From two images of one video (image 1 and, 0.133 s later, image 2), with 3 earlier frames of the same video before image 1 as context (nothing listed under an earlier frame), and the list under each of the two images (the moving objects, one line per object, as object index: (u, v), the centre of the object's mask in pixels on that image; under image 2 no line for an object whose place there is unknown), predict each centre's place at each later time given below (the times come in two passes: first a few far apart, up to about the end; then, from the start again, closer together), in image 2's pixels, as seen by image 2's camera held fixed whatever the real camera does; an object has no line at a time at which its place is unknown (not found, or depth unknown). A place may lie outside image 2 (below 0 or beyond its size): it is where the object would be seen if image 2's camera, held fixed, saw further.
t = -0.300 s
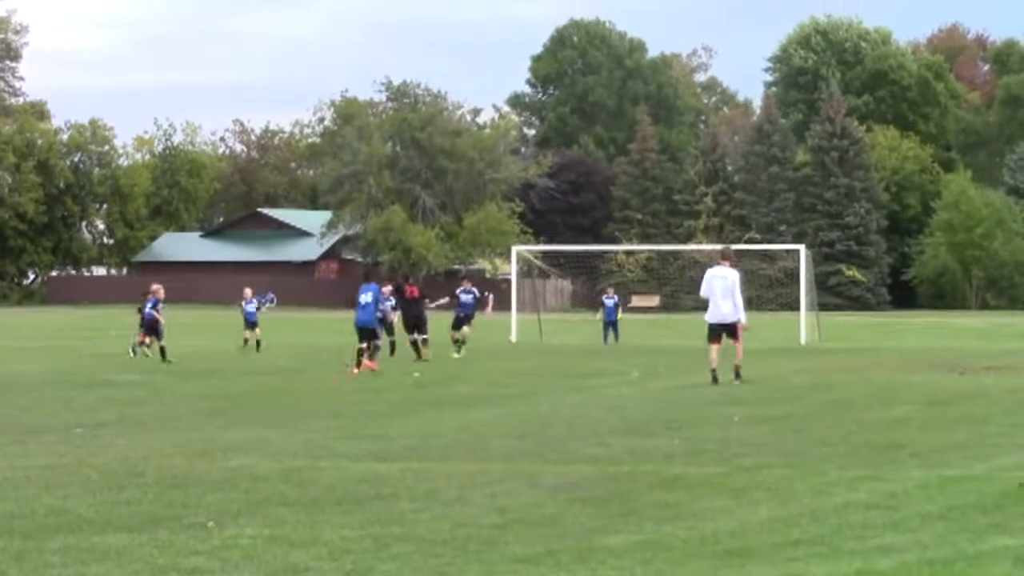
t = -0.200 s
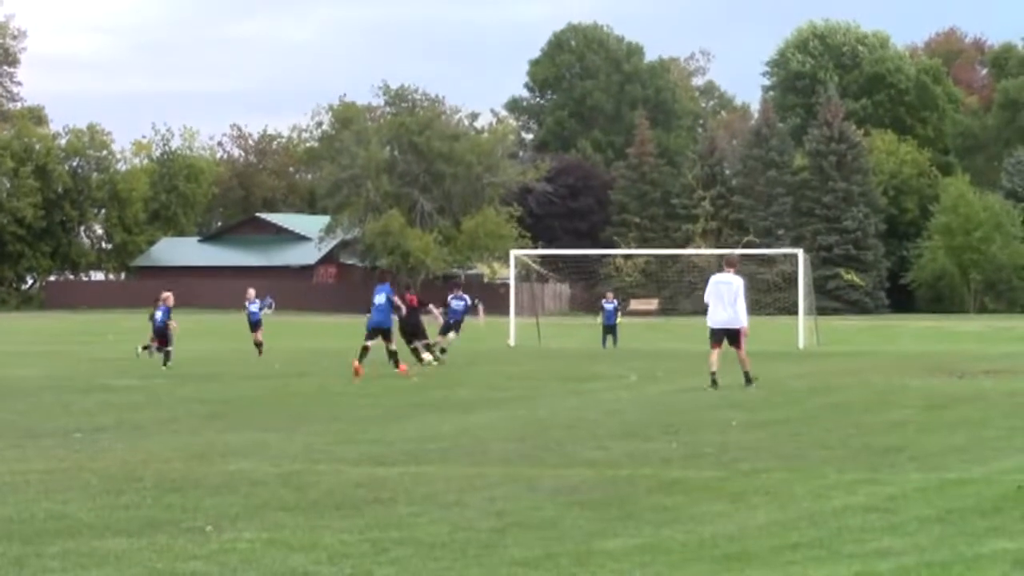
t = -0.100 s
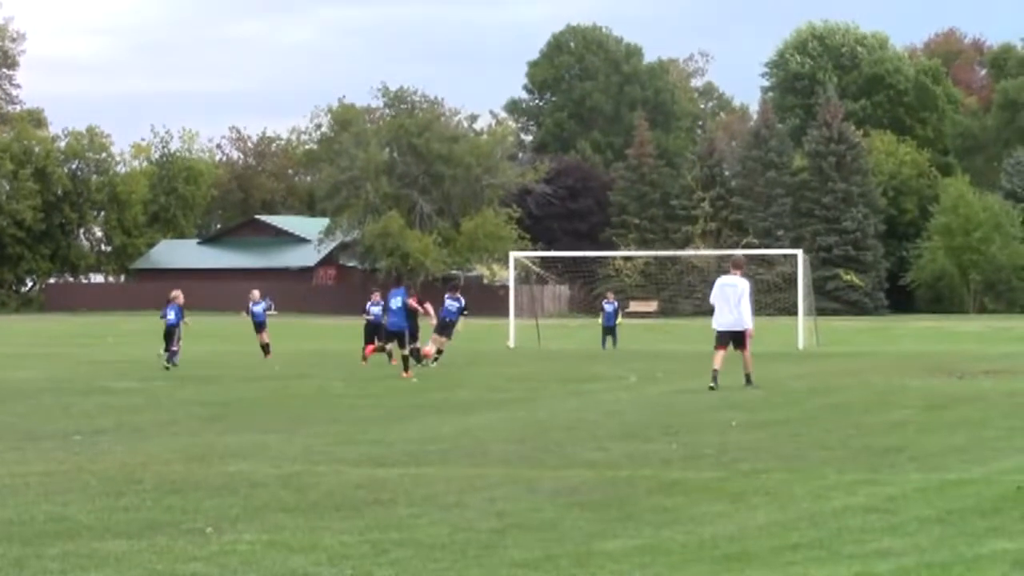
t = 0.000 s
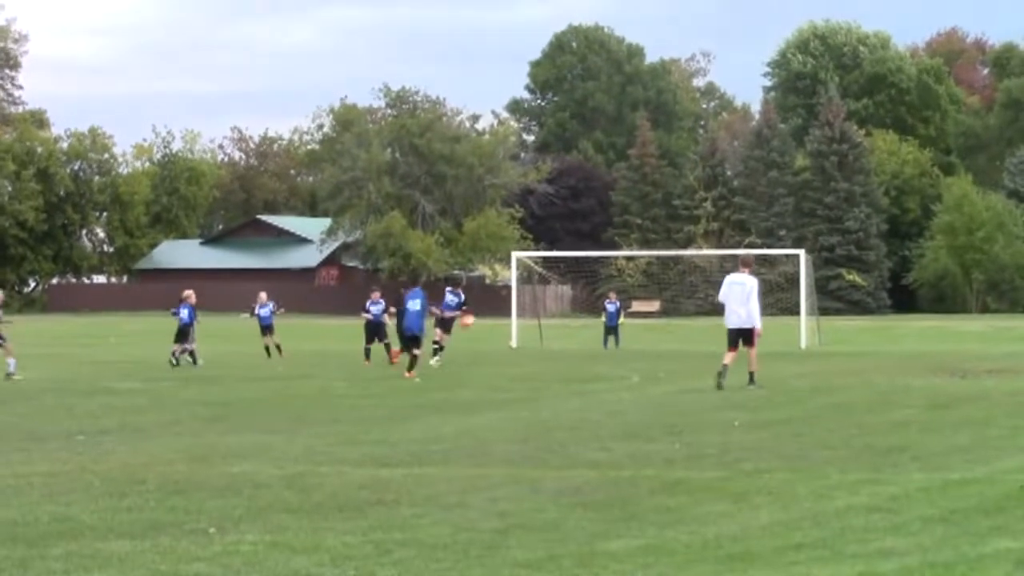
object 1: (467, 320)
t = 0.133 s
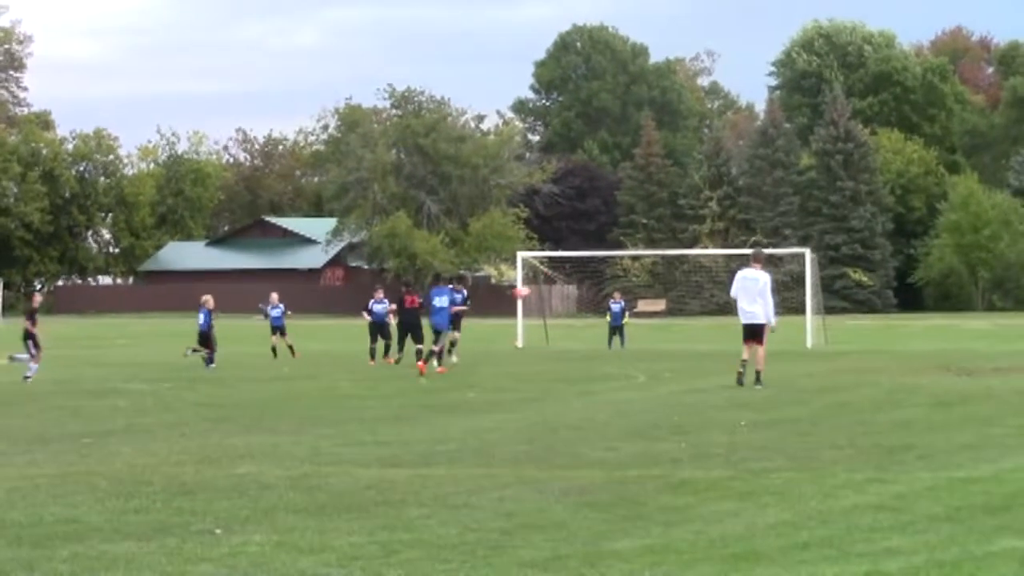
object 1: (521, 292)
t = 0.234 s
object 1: (557, 276)
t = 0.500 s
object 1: (656, 261)
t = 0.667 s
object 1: (719, 271)
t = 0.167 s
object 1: (534, 285)
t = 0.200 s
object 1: (546, 281)
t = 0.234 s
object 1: (557, 276)
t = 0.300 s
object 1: (581, 269)
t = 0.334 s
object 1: (594, 266)
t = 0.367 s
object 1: (606, 264)
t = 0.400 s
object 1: (619, 263)
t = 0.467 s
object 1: (643, 260)
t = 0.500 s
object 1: (656, 261)
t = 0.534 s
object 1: (668, 261)
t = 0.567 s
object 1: (681, 262)
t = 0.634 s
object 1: (706, 268)
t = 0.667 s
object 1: (719, 271)
